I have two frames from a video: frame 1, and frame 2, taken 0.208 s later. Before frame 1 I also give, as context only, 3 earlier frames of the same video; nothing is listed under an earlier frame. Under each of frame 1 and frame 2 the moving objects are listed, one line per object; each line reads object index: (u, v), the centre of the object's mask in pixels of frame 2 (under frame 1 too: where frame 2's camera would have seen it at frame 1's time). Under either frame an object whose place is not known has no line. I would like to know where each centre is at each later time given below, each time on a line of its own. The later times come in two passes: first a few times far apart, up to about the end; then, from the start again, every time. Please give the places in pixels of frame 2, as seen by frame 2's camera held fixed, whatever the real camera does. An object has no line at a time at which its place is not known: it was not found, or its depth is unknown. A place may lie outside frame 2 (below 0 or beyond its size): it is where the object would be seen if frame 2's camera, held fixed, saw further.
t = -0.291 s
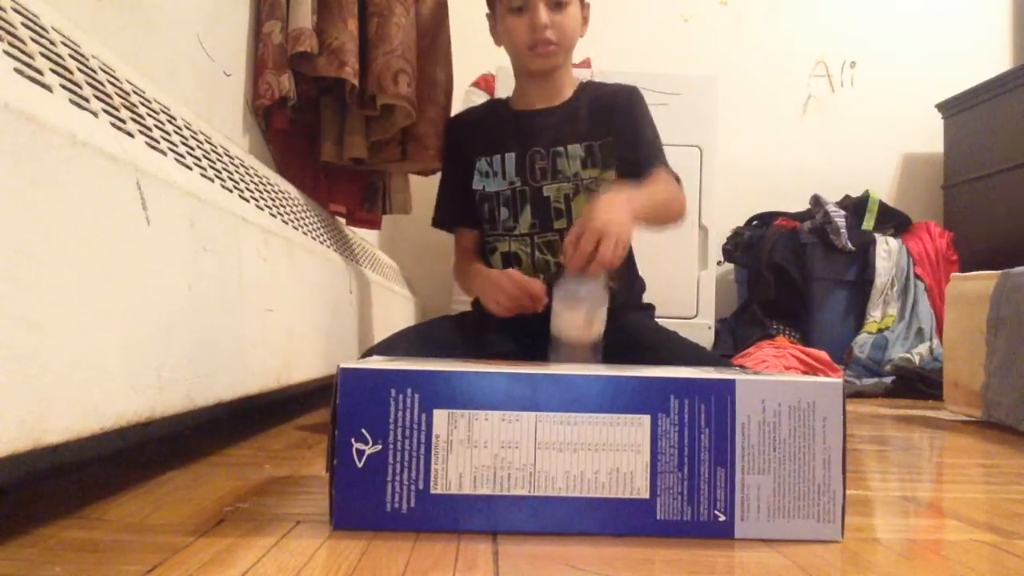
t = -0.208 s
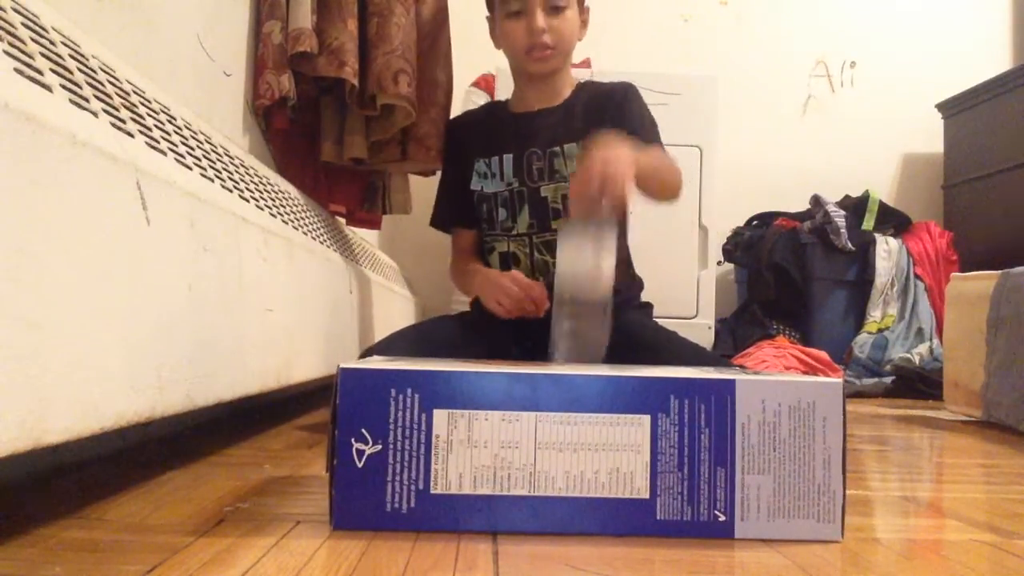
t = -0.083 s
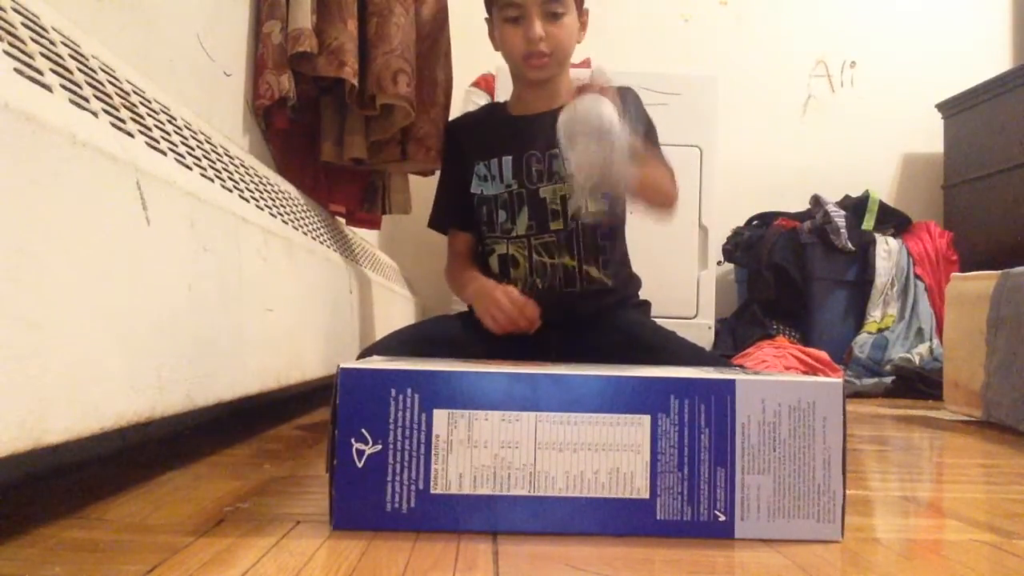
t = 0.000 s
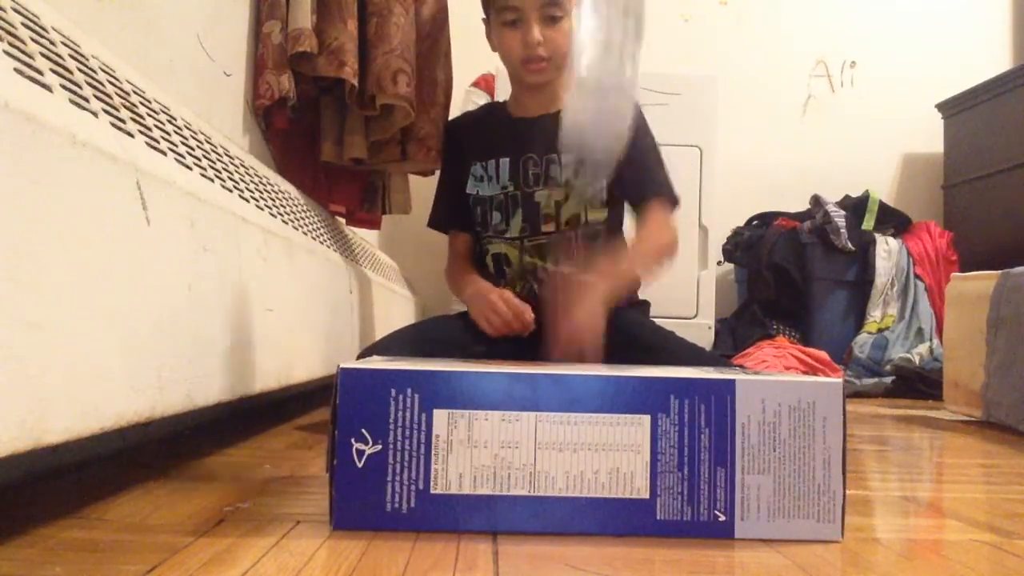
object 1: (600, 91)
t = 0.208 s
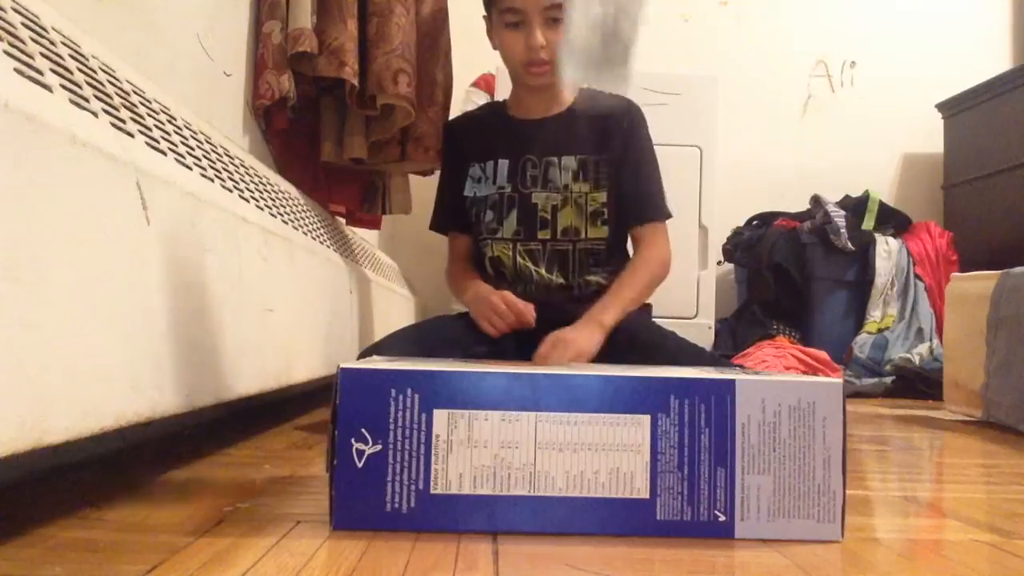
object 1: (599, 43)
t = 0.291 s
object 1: (604, 146)
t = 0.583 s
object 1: (602, 312)
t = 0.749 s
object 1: (596, 303)
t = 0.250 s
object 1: (604, 86)
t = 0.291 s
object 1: (604, 146)
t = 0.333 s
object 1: (602, 233)
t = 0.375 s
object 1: (605, 266)
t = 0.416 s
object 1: (602, 286)
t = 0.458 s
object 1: (599, 311)
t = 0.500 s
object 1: (598, 315)
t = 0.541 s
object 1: (598, 313)
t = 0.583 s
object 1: (602, 312)
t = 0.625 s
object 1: (601, 310)
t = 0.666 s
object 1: (596, 308)
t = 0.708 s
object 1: (595, 304)
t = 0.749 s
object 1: (596, 303)
